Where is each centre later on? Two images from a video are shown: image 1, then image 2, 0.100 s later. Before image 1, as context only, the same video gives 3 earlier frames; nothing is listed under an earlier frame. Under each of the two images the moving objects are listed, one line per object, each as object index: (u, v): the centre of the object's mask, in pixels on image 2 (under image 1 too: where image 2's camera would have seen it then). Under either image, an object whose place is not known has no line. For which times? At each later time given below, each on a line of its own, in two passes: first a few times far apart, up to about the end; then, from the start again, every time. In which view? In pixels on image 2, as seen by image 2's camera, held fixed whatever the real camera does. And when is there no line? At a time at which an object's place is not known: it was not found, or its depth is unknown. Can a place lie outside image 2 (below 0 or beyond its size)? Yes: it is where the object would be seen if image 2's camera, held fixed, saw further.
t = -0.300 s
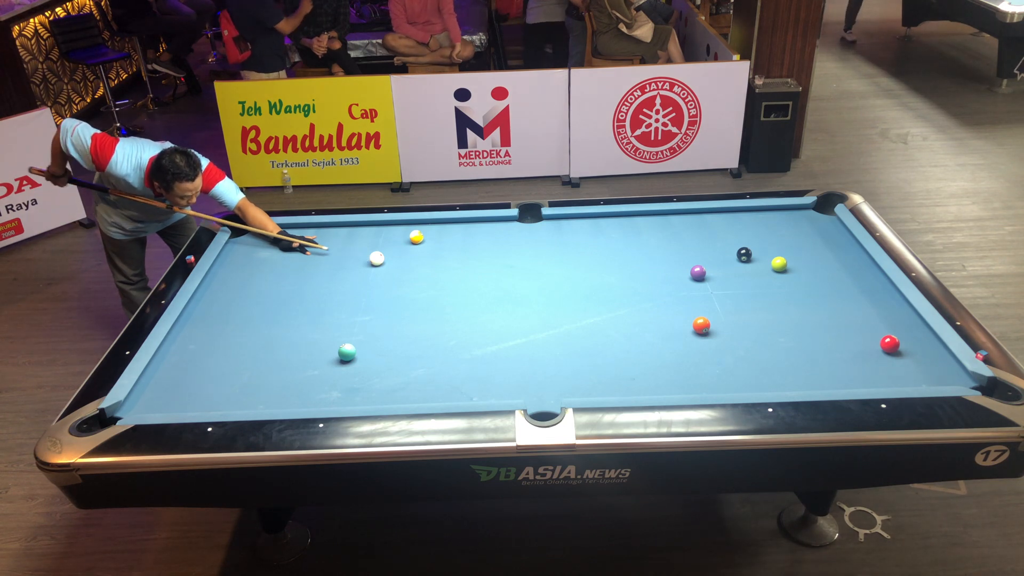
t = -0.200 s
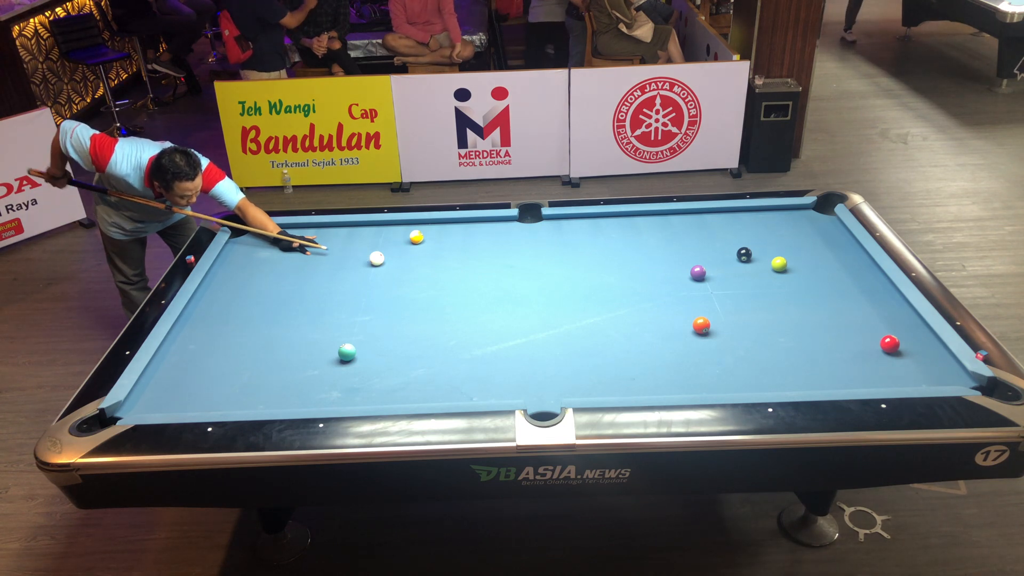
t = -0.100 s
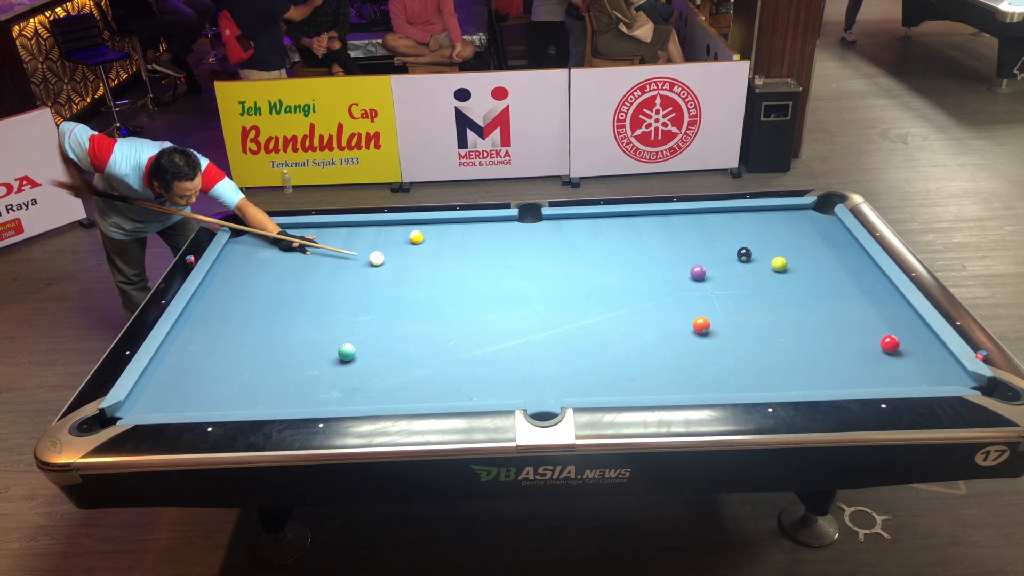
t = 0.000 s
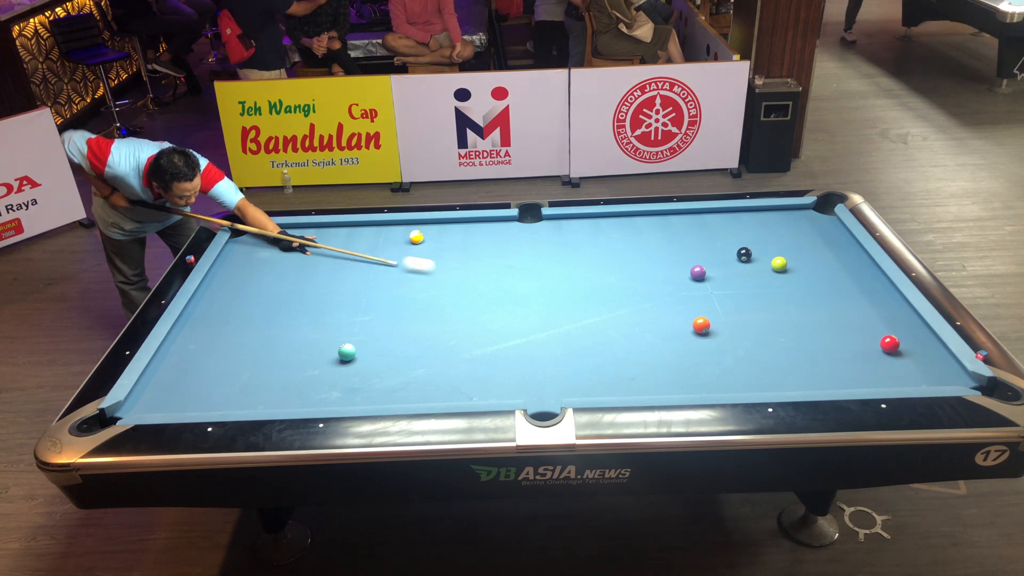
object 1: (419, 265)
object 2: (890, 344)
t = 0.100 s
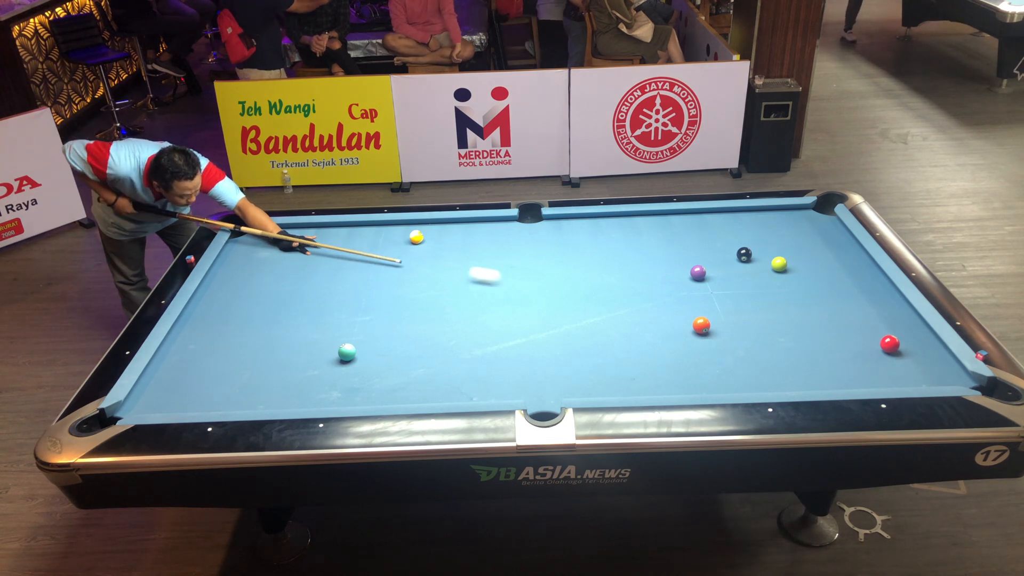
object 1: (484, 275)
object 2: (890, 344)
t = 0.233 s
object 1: (568, 288)
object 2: (890, 344)
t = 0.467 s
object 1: (700, 309)
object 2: (890, 344)
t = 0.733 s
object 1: (842, 331)
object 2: (890, 344)
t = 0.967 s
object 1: (915, 323)
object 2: (947, 372)
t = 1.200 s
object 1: (868, 308)
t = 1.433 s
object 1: (825, 294)
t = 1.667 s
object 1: (787, 282)
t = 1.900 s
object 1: (751, 271)
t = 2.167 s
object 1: (714, 259)
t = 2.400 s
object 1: (684, 250)
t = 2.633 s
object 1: (657, 241)
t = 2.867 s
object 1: (633, 233)
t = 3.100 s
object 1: (610, 226)
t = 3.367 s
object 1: (587, 219)
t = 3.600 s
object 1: (574, 220)
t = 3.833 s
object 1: (563, 224)
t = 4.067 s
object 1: (554, 227)
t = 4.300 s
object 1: (545, 230)
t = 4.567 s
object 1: (536, 233)
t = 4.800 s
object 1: (529, 235)
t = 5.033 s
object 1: (523, 238)
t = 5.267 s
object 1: (517, 239)
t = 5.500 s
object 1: (513, 241)
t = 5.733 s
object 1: (510, 242)
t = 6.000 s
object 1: (508, 243)
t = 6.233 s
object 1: (506, 244)
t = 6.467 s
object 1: (506, 244)
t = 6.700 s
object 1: (506, 244)
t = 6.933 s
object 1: (506, 244)
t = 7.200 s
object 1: (506, 244)
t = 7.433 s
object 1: (506, 244)
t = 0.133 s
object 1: (506, 279)
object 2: (890, 344)
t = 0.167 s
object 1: (527, 282)
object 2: (890, 344)
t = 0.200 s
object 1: (548, 285)
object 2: (890, 344)
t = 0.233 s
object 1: (568, 288)
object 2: (890, 344)
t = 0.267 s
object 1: (588, 292)
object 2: (890, 344)
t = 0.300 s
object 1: (607, 295)
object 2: (890, 344)
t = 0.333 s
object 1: (627, 298)
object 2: (890, 344)
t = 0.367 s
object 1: (646, 301)
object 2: (890, 344)
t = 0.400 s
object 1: (664, 304)
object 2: (890, 344)
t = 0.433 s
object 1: (682, 306)
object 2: (890, 344)
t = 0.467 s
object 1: (700, 309)
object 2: (890, 344)
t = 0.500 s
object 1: (717, 312)
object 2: (890, 344)
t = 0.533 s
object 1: (735, 315)
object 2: (890, 344)
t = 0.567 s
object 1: (752, 318)
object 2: (890, 344)
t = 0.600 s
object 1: (769, 320)
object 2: (890, 344)
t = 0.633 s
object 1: (787, 323)
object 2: (890, 344)
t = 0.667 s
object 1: (805, 326)
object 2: (890, 344)
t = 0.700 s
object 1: (824, 328)
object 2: (890, 344)
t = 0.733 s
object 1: (842, 331)
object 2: (890, 344)
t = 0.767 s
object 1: (860, 334)
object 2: (890, 344)
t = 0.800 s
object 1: (875, 334)
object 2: (893, 345)
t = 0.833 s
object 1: (883, 332)
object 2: (905, 351)
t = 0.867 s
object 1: (890, 329)
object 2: (916, 357)
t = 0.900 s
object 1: (899, 327)
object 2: (927, 363)
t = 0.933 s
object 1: (907, 325)
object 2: (938, 368)
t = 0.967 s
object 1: (915, 323)
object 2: (947, 372)
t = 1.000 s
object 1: (911, 321)
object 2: (957, 377)
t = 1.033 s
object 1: (902, 319)
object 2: (967, 380)
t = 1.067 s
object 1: (895, 317)
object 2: (977, 386)
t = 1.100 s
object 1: (888, 315)
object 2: (984, 391)
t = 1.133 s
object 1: (881, 312)
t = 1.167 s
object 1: (875, 310)
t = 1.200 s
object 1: (868, 308)
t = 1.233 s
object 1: (862, 306)
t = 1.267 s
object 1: (855, 304)
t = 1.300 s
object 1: (849, 302)
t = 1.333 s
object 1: (843, 300)
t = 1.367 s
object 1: (837, 298)
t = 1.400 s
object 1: (831, 296)
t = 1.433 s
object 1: (825, 294)
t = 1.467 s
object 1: (820, 293)
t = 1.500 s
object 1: (814, 291)
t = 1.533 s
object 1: (808, 289)
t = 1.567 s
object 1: (803, 287)
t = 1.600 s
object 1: (797, 286)
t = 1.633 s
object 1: (792, 284)
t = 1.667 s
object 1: (787, 282)
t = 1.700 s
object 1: (782, 280)
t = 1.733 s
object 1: (776, 279)
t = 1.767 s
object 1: (771, 277)
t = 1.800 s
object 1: (766, 275)
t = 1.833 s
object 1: (761, 274)
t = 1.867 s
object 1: (756, 272)
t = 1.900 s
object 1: (751, 271)
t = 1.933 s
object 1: (746, 269)
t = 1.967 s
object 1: (741, 267)
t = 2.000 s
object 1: (736, 266)
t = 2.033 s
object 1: (732, 264)
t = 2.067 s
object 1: (727, 263)
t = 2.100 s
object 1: (723, 261)
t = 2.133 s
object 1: (718, 260)
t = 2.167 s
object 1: (714, 259)
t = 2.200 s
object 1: (709, 257)
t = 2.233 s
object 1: (705, 256)
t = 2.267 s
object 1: (701, 255)
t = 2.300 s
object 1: (697, 254)
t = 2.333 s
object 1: (692, 252)
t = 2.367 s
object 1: (688, 251)
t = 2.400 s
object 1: (684, 250)
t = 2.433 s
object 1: (680, 248)
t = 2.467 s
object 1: (676, 247)
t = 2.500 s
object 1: (673, 245)
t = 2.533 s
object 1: (669, 244)
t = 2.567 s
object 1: (665, 243)
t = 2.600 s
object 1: (661, 242)
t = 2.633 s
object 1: (657, 241)
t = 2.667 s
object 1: (654, 240)
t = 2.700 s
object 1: (650, 238)
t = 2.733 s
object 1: (647, 237)
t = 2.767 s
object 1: (643, 236)
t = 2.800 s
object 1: (640, 235)
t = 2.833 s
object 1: (636, 234)
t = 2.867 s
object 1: (633, 233)
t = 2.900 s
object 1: (630, 232)
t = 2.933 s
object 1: (626, 231)
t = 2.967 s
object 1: (623, 230)
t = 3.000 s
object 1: (620, 229)
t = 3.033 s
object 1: (617, 228)
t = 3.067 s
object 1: (614, 227)
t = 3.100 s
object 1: (610, 226)
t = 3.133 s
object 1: (607, 225)
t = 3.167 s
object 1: (604, 224)
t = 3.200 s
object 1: (601, 223)
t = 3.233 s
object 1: (598, 222)
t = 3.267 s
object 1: (595, 221)
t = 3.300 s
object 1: (592, 220)
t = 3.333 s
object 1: (590, 219)
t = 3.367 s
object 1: (587, 219)
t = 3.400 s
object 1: (584, 218)
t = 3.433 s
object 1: (582, 218)
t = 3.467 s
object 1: (580, 218)
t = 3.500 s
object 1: (578, 219)
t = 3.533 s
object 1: (577, 219)
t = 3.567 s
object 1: (575, 220)
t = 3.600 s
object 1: (574, 220)
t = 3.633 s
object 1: (572, 221)
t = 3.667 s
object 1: (571, 221)
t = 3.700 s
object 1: (569, 222)
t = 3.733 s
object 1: (568, 222)
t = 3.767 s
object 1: (566, 223)
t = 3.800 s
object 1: (565, 223)
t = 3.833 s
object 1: (563, 224)
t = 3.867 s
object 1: (562, 224)
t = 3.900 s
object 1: (561, 225)
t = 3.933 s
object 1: (559, 225)
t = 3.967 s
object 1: (558, 225)
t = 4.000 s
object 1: (556, 226)
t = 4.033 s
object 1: (555, 227)
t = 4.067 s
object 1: (554, 227)
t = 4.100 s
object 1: (553, 227)
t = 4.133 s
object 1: (551, 228)
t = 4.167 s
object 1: (550, 228)
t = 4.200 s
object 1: (549, 229)
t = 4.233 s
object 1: (547, 229)
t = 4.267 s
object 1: (546, 230)
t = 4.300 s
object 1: (545, 230)
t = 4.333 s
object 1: (544, 230)
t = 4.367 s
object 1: (543, 231)
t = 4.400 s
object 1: (541, 231)
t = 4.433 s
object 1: (540, 232)
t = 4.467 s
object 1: (539, 232)
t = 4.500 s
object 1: (538, 232)
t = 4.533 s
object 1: (537, 233)
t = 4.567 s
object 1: (536, 233)
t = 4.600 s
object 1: (535, 233)
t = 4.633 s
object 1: (534, 234)
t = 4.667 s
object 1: (533, 234)
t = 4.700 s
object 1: (532, 235)
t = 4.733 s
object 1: (531, 235)
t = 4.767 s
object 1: (530, 235)
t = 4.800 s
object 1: (529, 235)
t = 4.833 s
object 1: (528, 236)
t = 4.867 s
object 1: (527, 236)
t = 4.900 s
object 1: (526, 236)
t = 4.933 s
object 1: (525, 237)
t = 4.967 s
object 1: (524, 237)
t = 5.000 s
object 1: (523, 237)
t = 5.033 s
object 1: (523, 238)
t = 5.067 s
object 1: (522, 238)
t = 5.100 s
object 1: (521, 238)
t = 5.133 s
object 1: (520, 238)
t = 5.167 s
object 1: (519, 239)
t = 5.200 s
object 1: (519, 239)
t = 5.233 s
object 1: (518, 239)
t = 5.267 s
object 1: (517, 239)
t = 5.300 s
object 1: (517, 239)
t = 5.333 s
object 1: (516, 240)
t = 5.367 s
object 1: (516, 240)
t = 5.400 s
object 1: (515, 240)
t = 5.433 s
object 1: (515, 240)
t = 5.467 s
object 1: (514, 240)
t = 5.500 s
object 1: (513, 241)
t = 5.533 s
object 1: (513, 241)
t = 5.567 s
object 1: (512, 241)
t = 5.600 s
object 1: (512, 241)
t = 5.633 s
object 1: (511, 242)
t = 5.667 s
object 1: (511, 242)
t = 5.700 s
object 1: (510, 242)
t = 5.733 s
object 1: (510, 242)
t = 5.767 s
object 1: (510, 242)
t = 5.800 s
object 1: (509, 242)
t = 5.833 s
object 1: (509, 242)
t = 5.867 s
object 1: (509, 243)
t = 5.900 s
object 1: (508, 243)
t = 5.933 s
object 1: (508, 243)
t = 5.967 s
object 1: (508, 243)
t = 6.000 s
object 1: (508, 243)
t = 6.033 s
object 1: (507, 243)
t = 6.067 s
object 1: (507, 243)
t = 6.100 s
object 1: (507, 243)
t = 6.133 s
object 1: (507, 243)
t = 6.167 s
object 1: (507, 244)
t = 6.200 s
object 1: (507, 244)
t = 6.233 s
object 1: (506, 244)
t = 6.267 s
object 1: (506, 244)
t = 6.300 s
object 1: (506, 244)
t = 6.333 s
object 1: (506, 244)
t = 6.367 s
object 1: (506, 244)
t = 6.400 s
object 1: (506, 244)
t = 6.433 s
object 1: (506, 244)
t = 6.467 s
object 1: (506, 244)
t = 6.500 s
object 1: (506, 244)
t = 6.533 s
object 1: (506, 244)
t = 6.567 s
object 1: (506, 244)
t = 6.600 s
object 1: (506, 244)
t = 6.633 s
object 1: (506, 244)
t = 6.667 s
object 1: (506, 244)
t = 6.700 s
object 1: (506, 244)
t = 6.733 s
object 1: (506, 244)
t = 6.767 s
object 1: (506, 244)
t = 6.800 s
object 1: (506, 244)
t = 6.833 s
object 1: (506, 244)
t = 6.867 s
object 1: (506, 244)
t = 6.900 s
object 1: (506, 244)
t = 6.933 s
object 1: (506, 244)
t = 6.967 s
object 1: (506, 244)
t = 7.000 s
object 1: (506, 244)
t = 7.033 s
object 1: (506, 244)
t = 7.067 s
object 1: (506, 244)
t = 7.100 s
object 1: (506, 244)
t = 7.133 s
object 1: (506, 244)
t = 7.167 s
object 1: (506, 244)
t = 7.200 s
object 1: (506, 244)
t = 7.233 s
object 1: (506, 244)
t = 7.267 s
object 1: (506, 244)
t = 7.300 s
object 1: (506, 244)
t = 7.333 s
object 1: (506, 244)
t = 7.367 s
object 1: (506, 244)
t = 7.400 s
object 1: (506, 244)
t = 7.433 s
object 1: (506, 244)
